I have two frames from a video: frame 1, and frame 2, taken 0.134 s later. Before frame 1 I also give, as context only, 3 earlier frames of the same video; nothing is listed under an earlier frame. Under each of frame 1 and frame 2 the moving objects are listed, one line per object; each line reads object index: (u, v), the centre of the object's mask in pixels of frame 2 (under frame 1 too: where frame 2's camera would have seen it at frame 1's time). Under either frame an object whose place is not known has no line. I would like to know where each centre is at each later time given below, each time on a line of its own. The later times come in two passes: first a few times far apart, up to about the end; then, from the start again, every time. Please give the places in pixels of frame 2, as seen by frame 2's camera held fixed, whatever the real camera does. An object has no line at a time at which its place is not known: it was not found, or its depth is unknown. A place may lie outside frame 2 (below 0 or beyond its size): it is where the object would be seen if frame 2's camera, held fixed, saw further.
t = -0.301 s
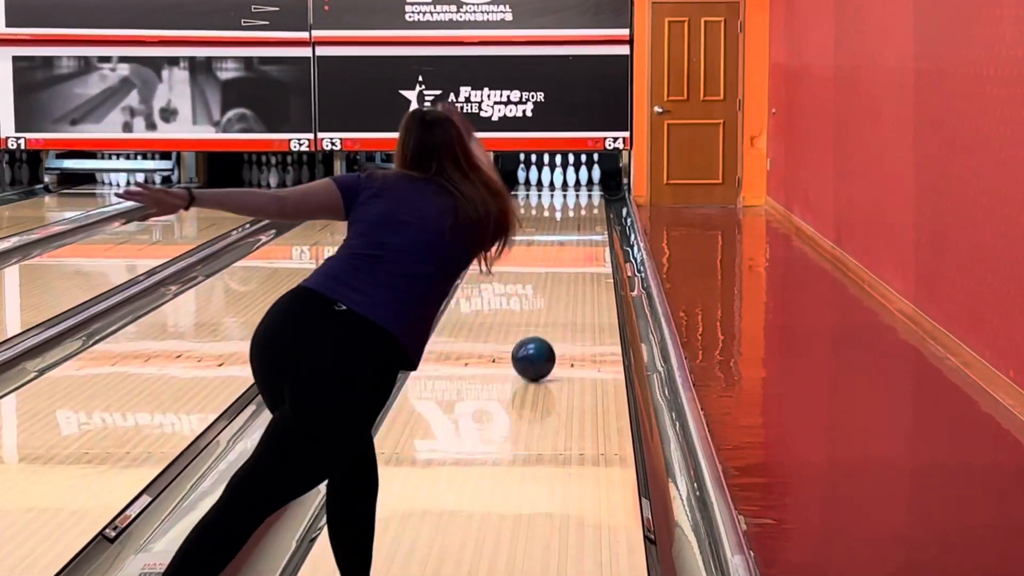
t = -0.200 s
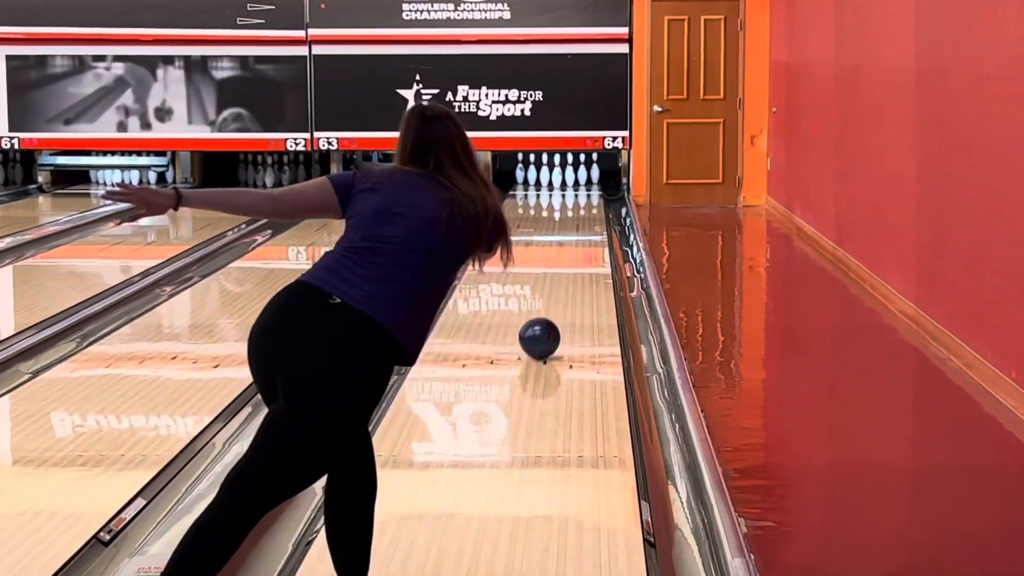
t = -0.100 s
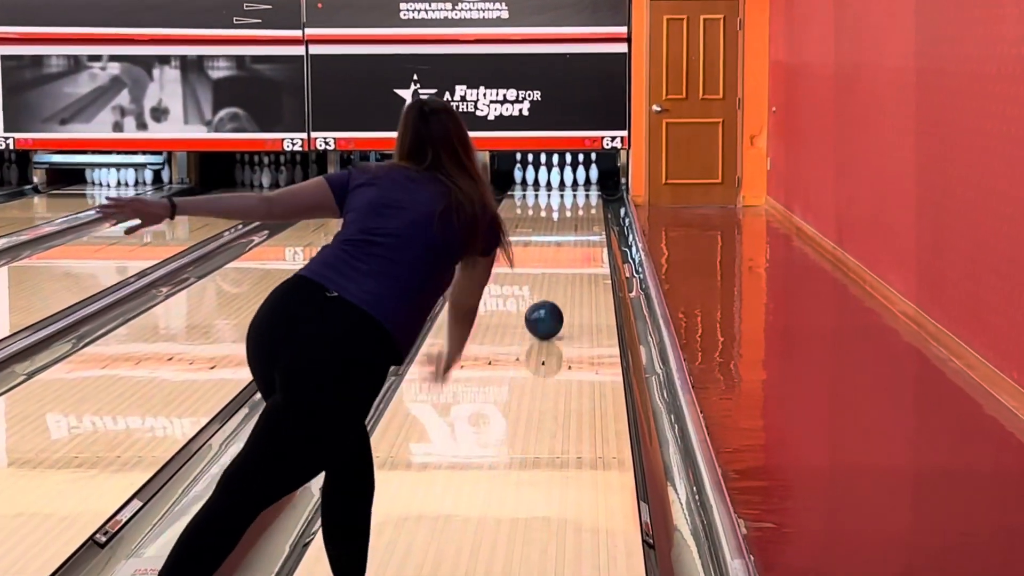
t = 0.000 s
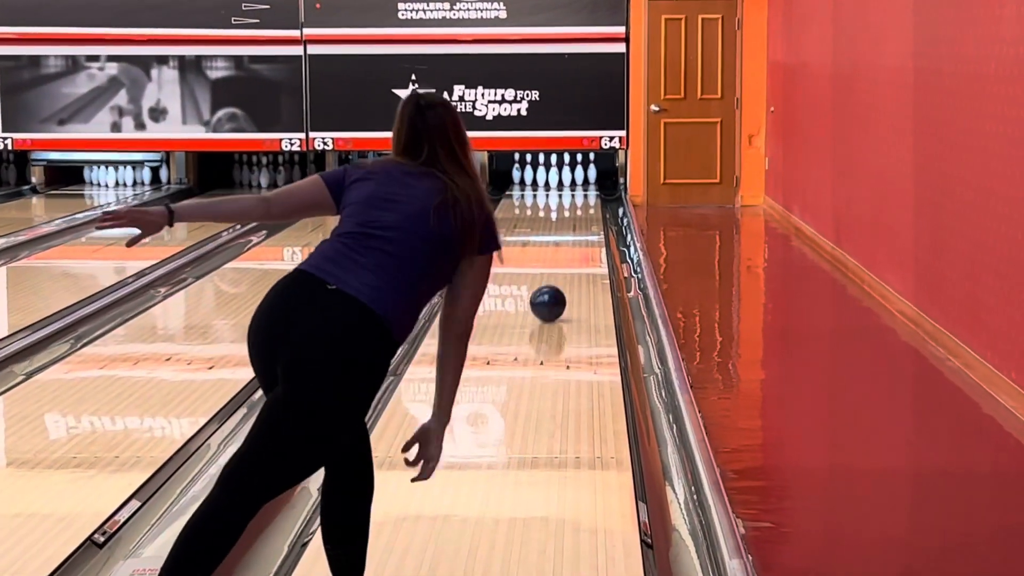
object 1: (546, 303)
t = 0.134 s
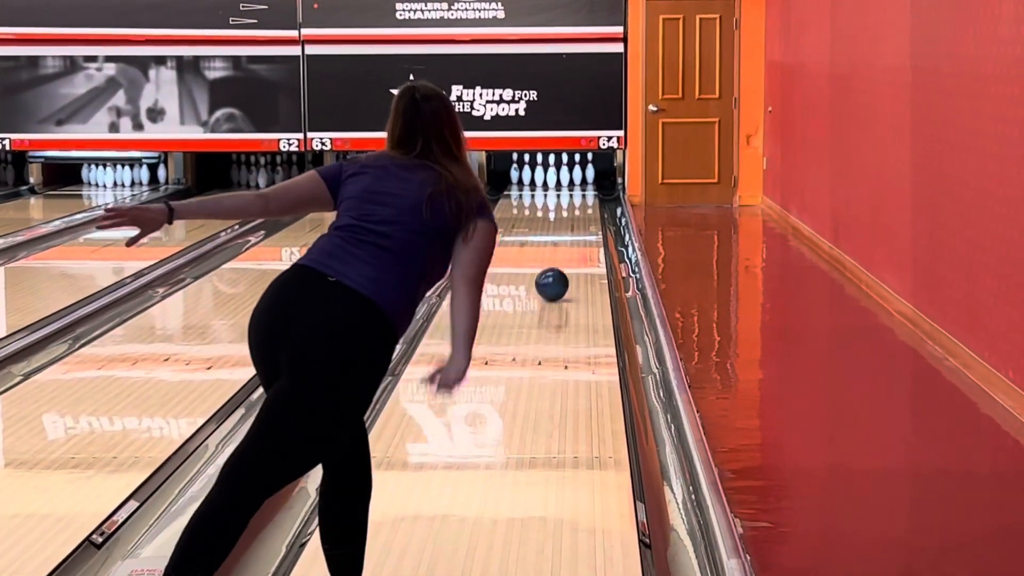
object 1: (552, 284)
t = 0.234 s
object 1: (555, 272)
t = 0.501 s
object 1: (563, 245)
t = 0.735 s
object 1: (567, 226)
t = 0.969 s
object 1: (569, 211)
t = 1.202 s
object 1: (569, 199)
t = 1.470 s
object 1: (564, 188)
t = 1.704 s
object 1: (557, 181)
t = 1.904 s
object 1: (556, 177)
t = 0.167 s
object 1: (553, 280)
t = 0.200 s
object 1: (554, 276)
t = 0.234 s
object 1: (555, 272)
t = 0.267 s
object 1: (557, 268)
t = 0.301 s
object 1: (558, 264)
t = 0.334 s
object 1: (559, 261)
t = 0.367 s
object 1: (560, 257)
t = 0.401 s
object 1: (560, 254)
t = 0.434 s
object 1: (561, 251)
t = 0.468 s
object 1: (562, 248)
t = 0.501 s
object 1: (563, 245)
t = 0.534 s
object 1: (564, 242)
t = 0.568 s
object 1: (564, 239)
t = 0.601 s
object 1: (565, 236)
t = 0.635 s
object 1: (565, 233)
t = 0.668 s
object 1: (566, 231)
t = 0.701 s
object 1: (567, 228)
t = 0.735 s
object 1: (567, 226)
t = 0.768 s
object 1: (567, 223)
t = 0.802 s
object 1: (568, 221)
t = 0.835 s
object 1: (568, 219)
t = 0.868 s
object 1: (569, 217)
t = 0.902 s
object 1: (569, 215)
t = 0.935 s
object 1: (569, 213)
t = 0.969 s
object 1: (569, 211)
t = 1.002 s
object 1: (569, 209)
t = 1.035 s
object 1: (570, 207)
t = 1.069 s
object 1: (569, 205)
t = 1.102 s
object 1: (570, 203)
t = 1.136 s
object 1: (569, 202)
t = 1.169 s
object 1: (569, 200)
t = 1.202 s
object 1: (569, 199)
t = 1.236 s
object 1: (568, 197)
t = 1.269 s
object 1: (568, 196)
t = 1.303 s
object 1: (568, 194)
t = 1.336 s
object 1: (567, 193)
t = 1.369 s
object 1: (566, 192)
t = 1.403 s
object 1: (565, 191)
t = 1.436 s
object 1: (564, 190)
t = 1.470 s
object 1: (564, 188)
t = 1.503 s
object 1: (563, 187)
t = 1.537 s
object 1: (562, 186)
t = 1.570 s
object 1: (561, 185)
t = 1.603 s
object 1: (560, 184)
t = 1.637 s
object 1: (559, 183)
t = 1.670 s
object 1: (558, 182)
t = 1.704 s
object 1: (557, 181)
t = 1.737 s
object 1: (557, 180)
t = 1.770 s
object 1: (558, 179)
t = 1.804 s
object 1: (557, 178)
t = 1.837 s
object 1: (558, 178)
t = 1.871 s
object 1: (557, 177)
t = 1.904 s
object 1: (556, 177)
